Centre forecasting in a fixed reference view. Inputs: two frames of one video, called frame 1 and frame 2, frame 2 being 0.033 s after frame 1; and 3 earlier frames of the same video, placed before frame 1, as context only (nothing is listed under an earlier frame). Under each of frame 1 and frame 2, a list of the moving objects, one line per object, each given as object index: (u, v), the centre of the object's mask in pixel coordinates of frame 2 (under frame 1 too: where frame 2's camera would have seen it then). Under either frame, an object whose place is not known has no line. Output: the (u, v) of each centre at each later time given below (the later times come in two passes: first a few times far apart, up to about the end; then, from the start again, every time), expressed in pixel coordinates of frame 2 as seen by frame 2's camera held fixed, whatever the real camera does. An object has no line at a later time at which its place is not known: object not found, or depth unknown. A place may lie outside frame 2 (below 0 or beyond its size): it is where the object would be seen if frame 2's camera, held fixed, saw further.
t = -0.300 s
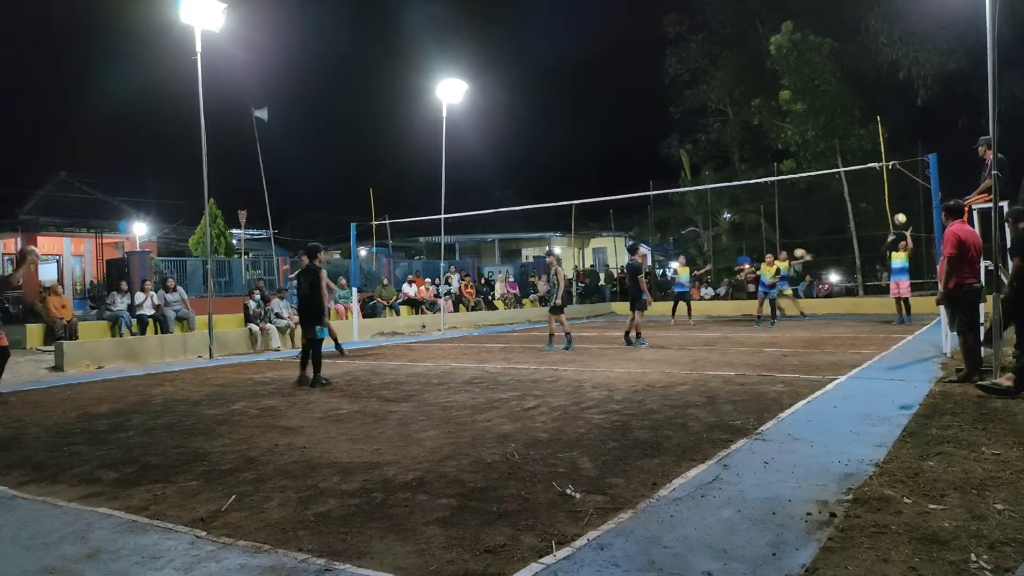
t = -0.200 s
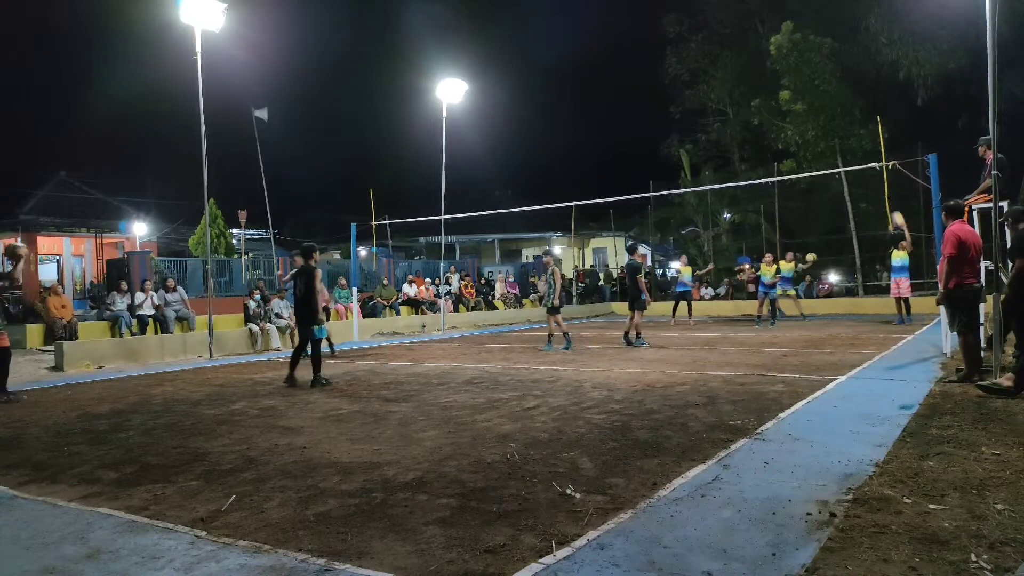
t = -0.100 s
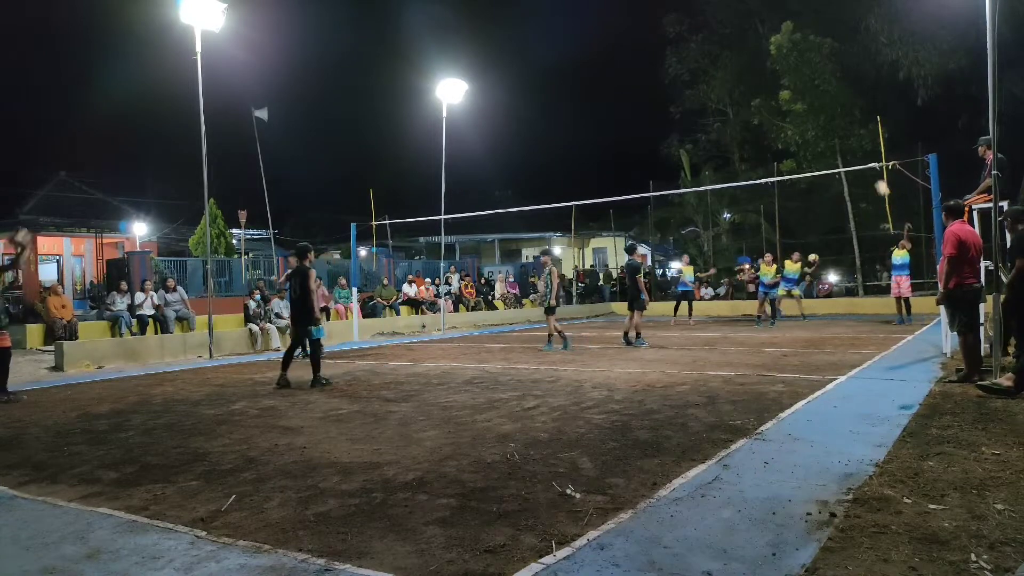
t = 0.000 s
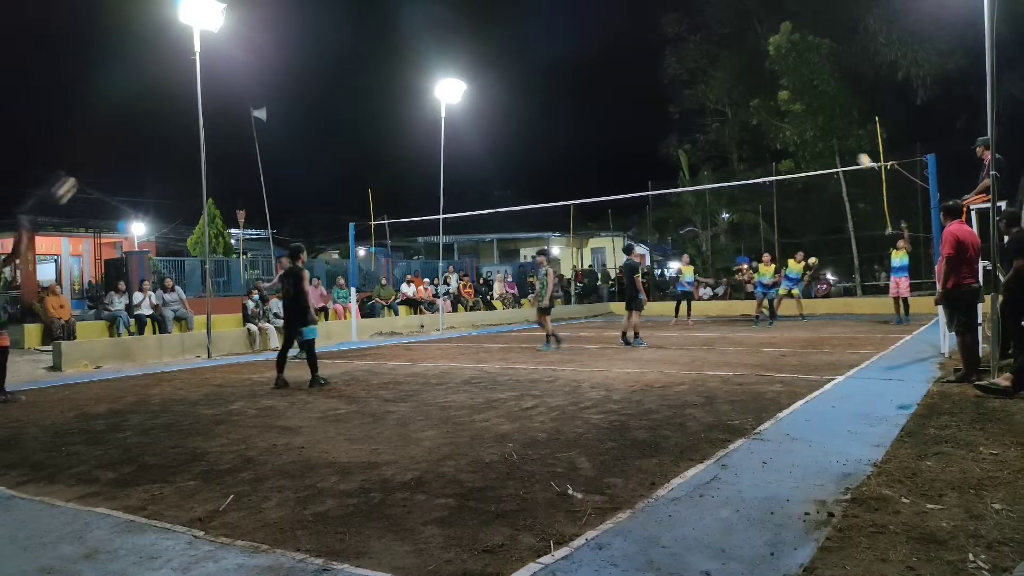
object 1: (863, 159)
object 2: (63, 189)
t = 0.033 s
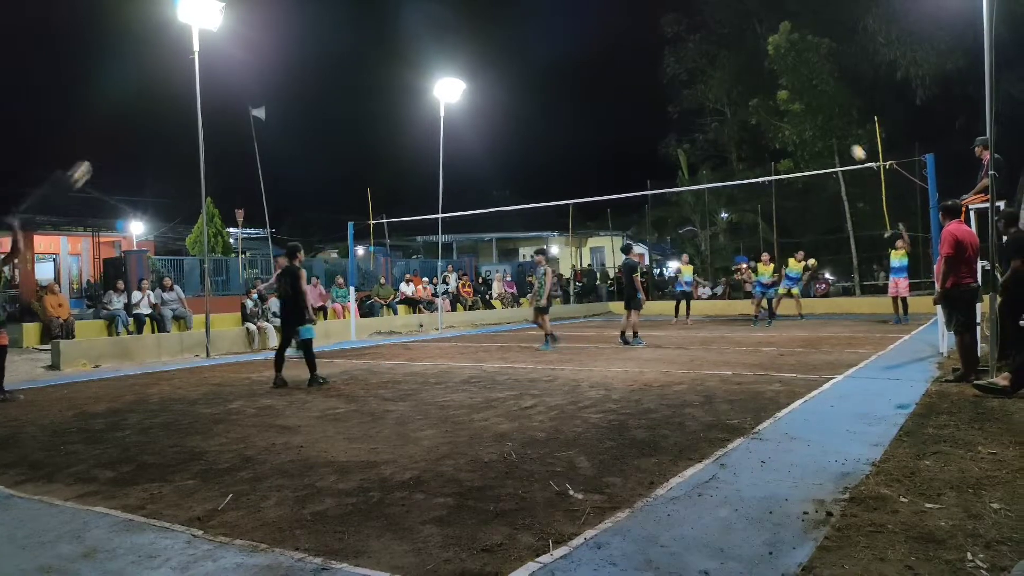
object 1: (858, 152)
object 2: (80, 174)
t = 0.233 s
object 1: (826, 116)
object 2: (170, 110)
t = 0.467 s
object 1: (788, 100)
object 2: (263, 82)
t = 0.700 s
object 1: (751, 110)
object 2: (342, 97)
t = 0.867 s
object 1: (725, 138)
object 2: (395, 129)
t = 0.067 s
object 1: (853, 145)
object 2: (95, 161)
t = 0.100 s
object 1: (847, 138)
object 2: (110, 147)
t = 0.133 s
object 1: (842, 132)
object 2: (124, 137)
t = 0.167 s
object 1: (836, 126)
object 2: (140, 127)
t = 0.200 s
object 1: (831, 121)
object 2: (156, 118)
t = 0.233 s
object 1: (826, 116)
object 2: (170, 110)
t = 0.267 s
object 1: (821, 112)
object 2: (184, 103)
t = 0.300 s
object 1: (815, 109)
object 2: (198, 97)
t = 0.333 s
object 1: (809, 106)
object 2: (212, 92)
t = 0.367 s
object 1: (804, 103)
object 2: (225, 88)
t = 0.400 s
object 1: (799, 102)
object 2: (238, 85)
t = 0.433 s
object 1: (794, 100)
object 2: (250, 84)
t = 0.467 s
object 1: (788, 100)
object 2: (263, 82)
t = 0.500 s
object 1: (782, 99)
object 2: (275, 82)
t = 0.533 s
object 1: (777, 100)
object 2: (285, 83)
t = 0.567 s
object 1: (772, 101)
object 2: (297, 84)
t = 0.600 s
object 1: (766, 102)
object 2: (309, 86)
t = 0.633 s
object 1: (761, 104)
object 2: (320, 89)
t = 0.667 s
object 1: (756, 107)
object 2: (332, 93)
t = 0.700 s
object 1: (751, 110)
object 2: (342, 97)
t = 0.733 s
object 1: (746, 115)
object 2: (353, 102)
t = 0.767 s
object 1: (741, 119)
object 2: (364, 108)
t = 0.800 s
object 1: (735, 125)
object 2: (375, 114)
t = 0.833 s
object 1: (730, 131)
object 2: (385, 121)
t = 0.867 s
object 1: (725, 138)
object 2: (395, 129)
